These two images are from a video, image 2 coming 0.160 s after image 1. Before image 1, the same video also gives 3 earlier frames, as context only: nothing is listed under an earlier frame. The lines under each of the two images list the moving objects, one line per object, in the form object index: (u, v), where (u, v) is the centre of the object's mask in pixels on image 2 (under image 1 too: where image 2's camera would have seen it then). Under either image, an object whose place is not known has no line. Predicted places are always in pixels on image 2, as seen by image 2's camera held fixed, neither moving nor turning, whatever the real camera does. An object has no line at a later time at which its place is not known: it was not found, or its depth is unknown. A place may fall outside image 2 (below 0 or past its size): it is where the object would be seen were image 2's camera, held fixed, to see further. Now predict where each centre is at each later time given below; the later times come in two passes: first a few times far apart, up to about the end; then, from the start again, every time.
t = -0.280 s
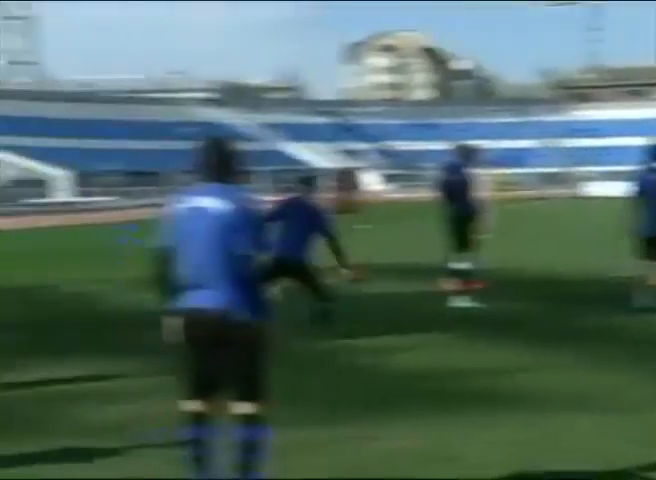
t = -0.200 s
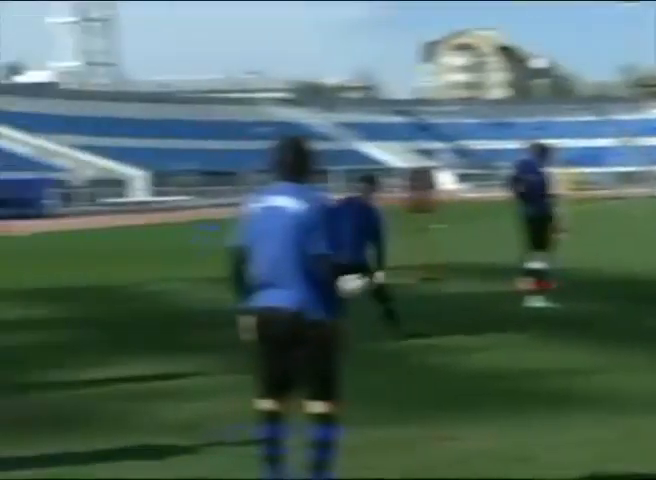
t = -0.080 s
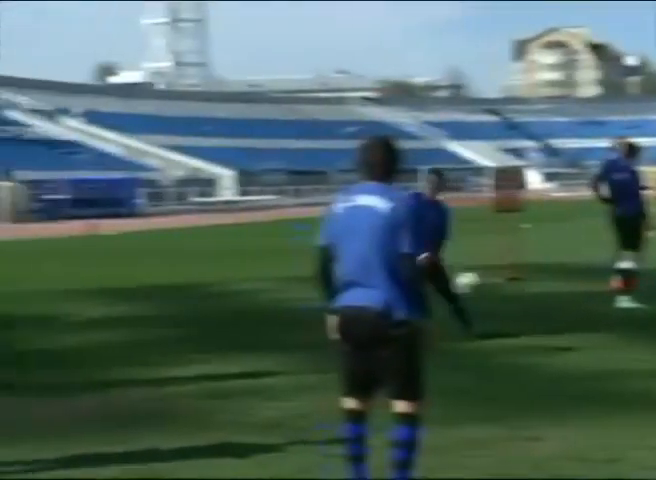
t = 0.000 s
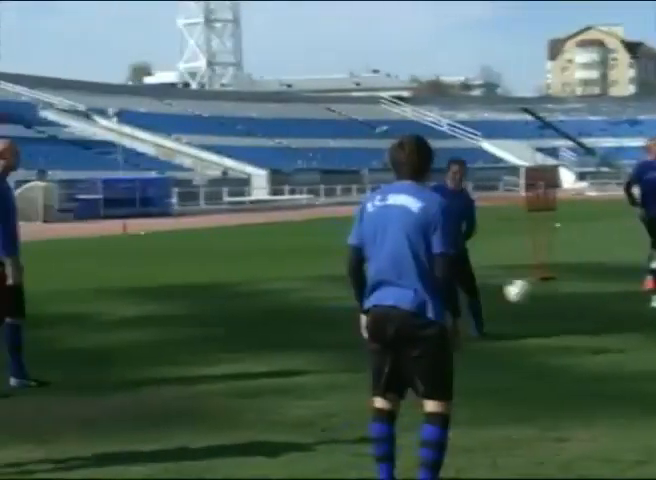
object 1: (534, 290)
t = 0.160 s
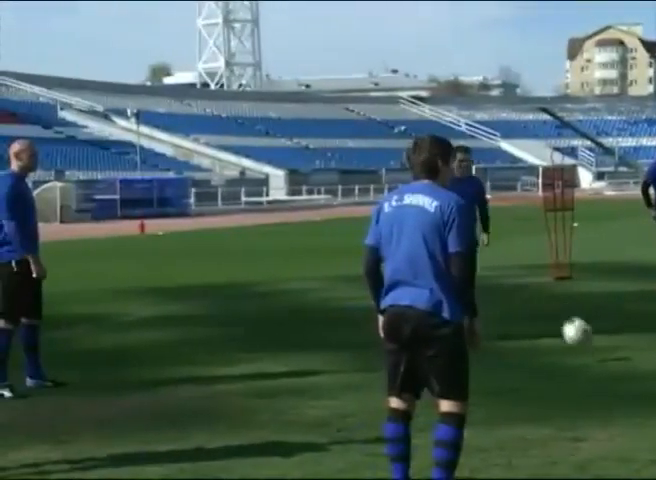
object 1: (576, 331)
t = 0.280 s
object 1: (595, 337)
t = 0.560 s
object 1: (623, 337)
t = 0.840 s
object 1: (626, 346)
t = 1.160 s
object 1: (623, 358)
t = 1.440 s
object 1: (624, 360)
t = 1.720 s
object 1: (627, 362)
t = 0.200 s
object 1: (586, 346)
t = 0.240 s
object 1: (592, 346)
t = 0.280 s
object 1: (595, 337)
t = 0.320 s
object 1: (598, 331)
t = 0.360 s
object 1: (603, 328)
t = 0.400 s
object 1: (606, 325)
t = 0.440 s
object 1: (609, 325)
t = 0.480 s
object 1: (615, 327)
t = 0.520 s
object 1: (620, 330)
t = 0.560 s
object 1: (623, 337)
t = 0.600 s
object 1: (627, 343)
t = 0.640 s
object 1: (630, 353)
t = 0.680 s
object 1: (630, 350)
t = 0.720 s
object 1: (631, 347)
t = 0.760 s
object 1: (629, 345)
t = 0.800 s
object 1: (628, 344)
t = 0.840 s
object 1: (626, 346)
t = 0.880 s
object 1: (625, 349)
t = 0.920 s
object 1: (625, 354)
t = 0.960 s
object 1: (624, 358)
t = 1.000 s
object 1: (625, 357)
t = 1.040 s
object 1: (624, 356)
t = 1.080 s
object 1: (624, 356)
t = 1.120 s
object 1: (622, 358)
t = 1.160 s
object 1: (623, 358)
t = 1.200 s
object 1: (623, 359)
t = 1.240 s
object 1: (624, 359)
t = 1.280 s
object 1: (624, 360)
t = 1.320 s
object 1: (624, 360)
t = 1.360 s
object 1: (624, 360)
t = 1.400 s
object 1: (624, 360)
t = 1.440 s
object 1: (624, 360)
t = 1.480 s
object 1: (625, 360)
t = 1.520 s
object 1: (626, 361)
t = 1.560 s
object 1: (626, 361)
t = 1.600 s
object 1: (626, 361)
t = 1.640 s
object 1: (627, 361)
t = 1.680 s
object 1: (628, 361)
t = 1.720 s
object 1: (627, 362)
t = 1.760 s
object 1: (627, 361)
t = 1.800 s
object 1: (627, 362)
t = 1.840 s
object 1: (627, 361)
